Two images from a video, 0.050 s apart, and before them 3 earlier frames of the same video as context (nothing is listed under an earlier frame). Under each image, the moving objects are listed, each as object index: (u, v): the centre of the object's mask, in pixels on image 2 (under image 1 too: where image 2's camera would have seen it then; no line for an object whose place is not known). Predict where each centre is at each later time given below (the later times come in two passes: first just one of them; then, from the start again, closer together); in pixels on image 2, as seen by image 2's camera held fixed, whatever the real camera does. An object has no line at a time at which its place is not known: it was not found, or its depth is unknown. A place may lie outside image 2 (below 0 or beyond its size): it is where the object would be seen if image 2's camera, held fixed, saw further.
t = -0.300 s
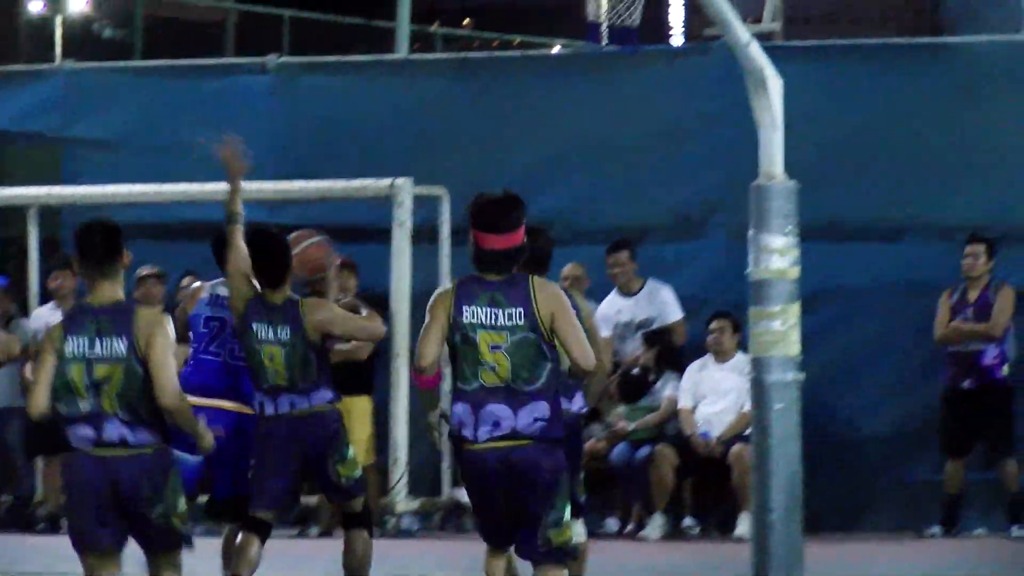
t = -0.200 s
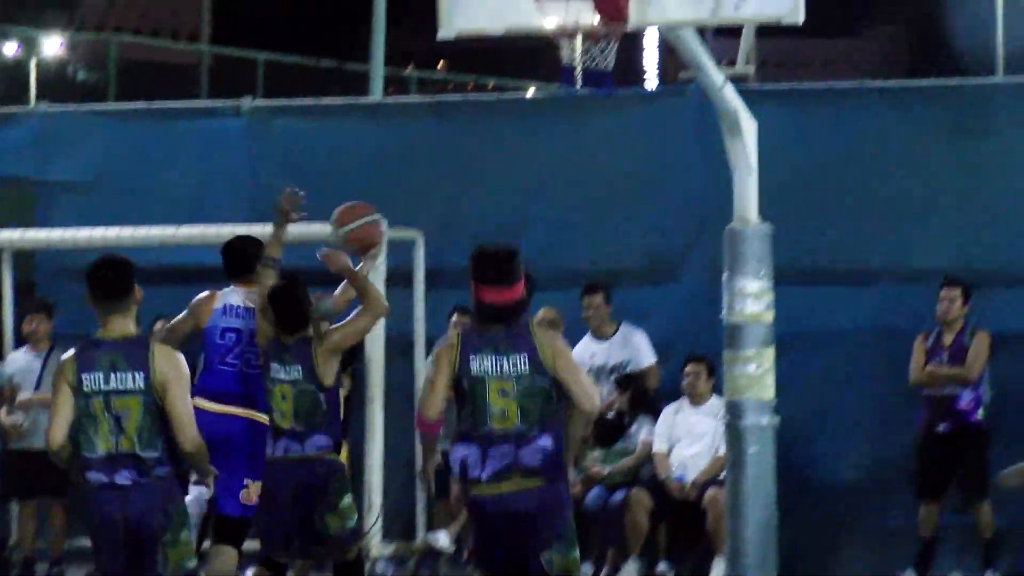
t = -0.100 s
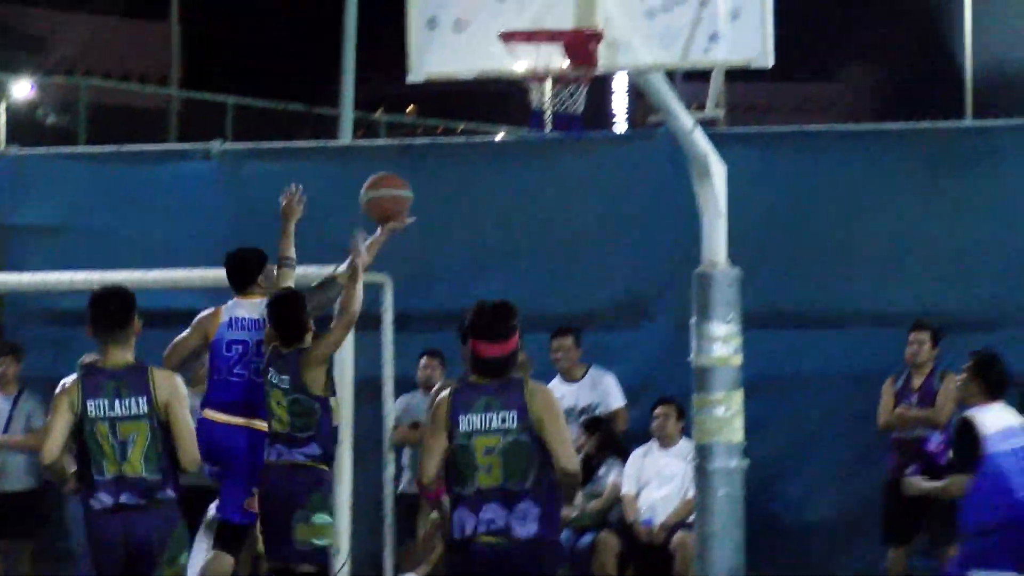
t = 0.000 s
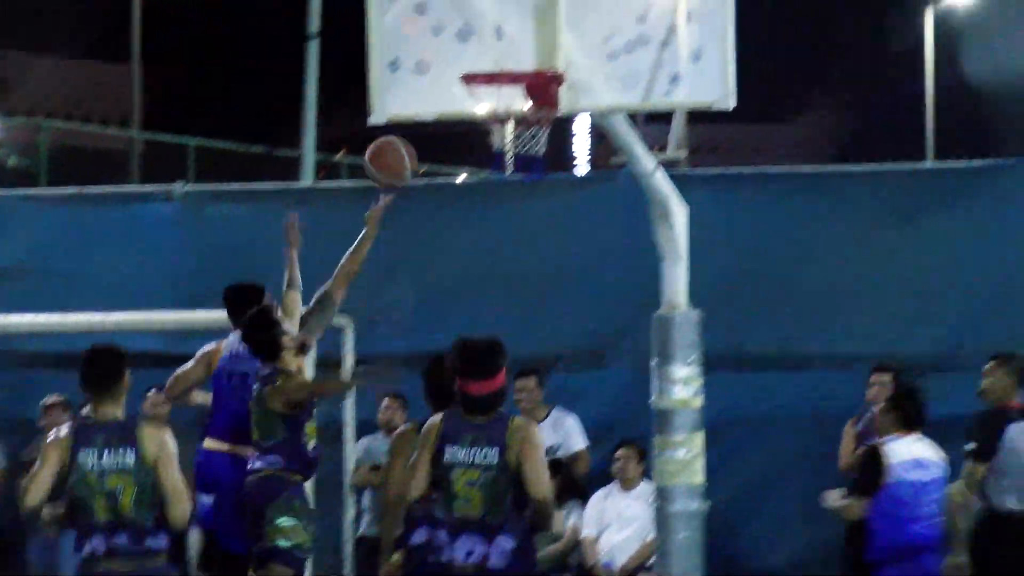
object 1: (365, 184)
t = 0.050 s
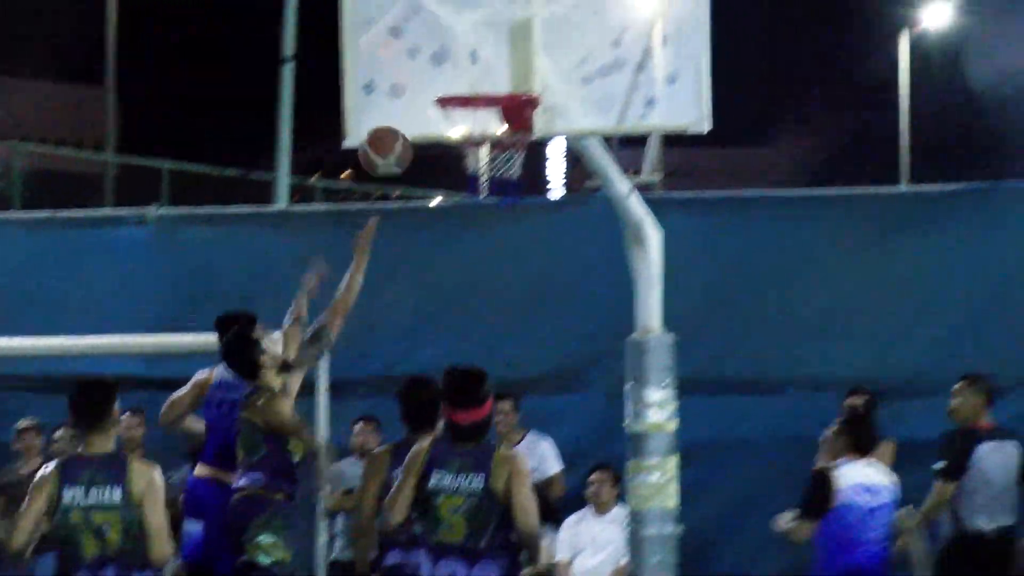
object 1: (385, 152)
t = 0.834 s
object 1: (480, 229)
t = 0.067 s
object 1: (392, 142)
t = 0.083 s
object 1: (398, 133)
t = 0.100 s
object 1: (405, 124)
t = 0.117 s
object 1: (412, 116)
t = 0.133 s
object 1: (419, 109)
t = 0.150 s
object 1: (426, 102)
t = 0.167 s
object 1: (430, 93)
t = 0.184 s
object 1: (437, 86)
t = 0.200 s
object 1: (445, 79)
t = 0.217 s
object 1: (452, 75)
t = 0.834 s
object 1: (480, 229)
